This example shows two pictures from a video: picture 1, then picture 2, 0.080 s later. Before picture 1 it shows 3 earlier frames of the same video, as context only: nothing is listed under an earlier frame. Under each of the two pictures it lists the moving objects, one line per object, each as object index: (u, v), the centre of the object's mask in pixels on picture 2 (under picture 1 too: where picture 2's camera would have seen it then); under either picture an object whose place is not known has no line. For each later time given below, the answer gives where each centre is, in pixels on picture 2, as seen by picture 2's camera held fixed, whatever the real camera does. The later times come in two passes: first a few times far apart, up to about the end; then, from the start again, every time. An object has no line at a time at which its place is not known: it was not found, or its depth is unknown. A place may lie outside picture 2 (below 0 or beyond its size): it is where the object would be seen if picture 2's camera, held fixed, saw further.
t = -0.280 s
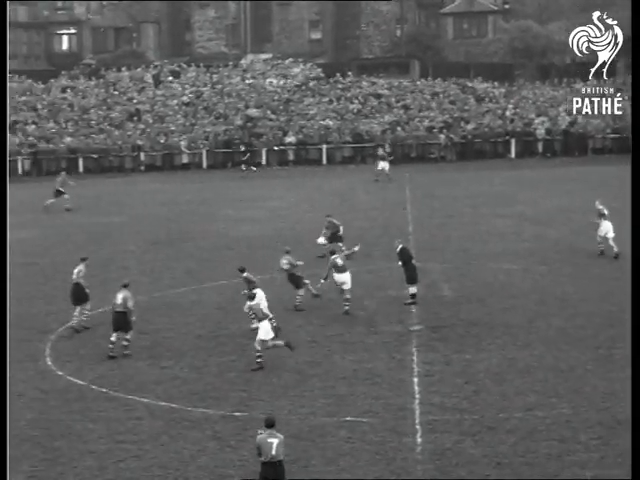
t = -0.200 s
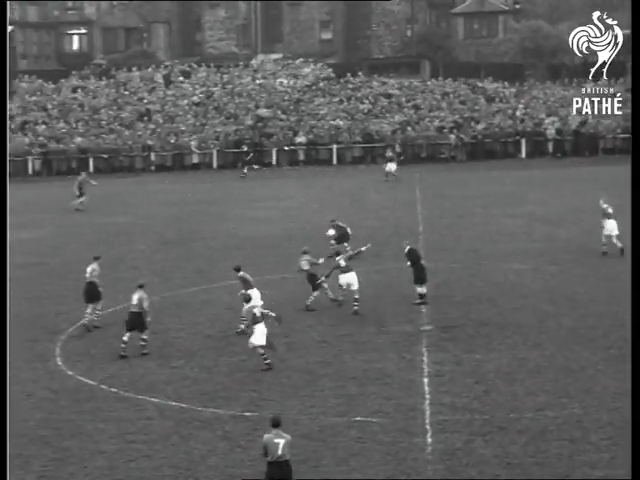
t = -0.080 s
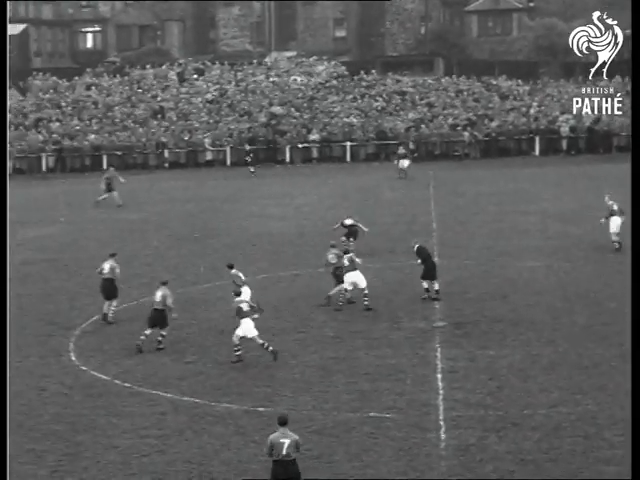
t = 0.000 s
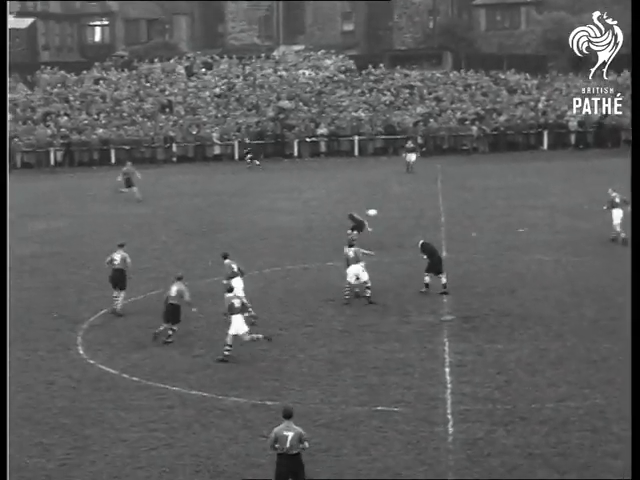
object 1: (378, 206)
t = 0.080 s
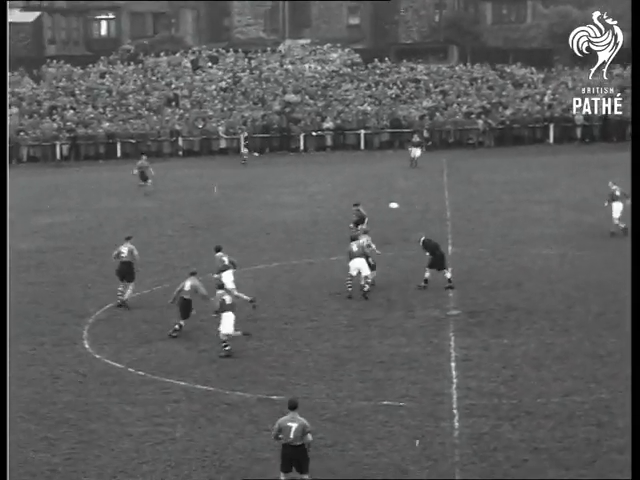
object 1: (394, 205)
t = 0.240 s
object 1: (427, 209)
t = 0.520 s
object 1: (493, 243)
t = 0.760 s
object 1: (546, 253)
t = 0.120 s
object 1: (402, 205)
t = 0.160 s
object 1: (410, 206)
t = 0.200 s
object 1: (418, 207)
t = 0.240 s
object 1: (427, 209)
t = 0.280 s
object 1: (436, 212)
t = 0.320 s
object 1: (445, 216)
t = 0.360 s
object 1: (454, 219)
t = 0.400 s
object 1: (463, 224)
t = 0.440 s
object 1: (472, 230)
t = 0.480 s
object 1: (484, 236)
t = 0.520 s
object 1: (493, 243)
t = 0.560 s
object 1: (503, 250)
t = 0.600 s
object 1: (512, 258)
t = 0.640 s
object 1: (522, 266)
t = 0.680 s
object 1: (530, 262)
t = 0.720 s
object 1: (538, 257)
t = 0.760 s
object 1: (546, 253)
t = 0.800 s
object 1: (554, 250)
